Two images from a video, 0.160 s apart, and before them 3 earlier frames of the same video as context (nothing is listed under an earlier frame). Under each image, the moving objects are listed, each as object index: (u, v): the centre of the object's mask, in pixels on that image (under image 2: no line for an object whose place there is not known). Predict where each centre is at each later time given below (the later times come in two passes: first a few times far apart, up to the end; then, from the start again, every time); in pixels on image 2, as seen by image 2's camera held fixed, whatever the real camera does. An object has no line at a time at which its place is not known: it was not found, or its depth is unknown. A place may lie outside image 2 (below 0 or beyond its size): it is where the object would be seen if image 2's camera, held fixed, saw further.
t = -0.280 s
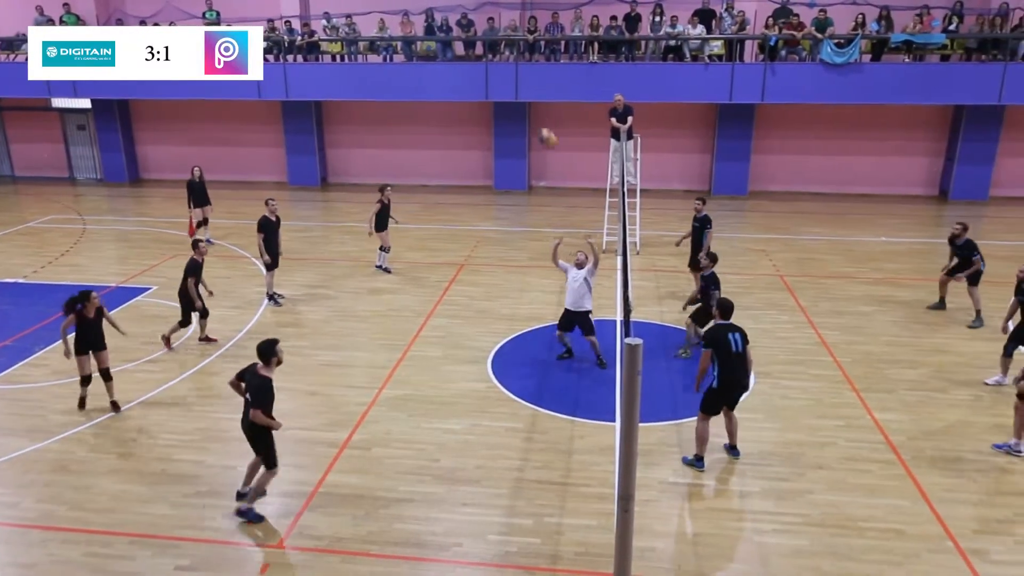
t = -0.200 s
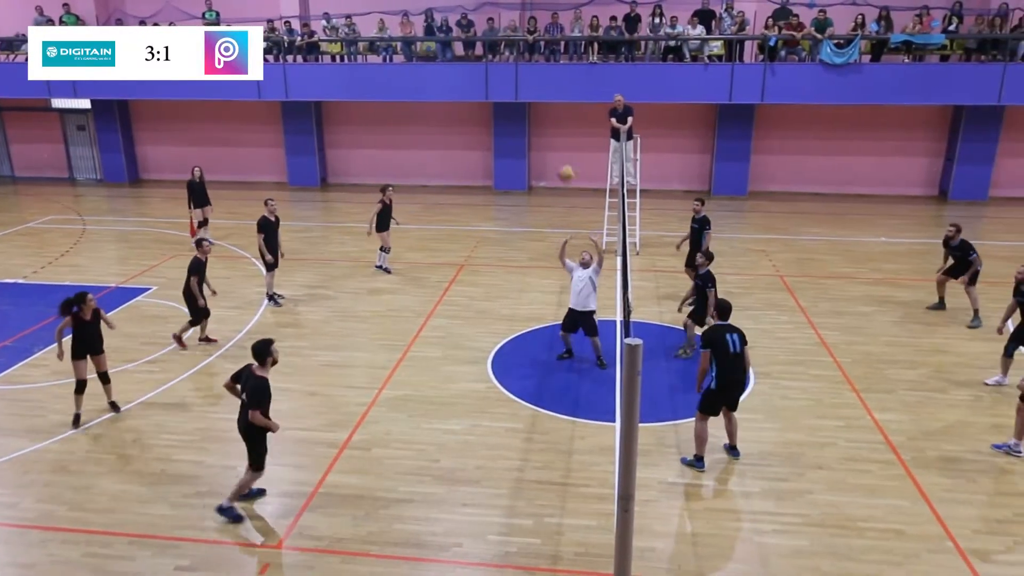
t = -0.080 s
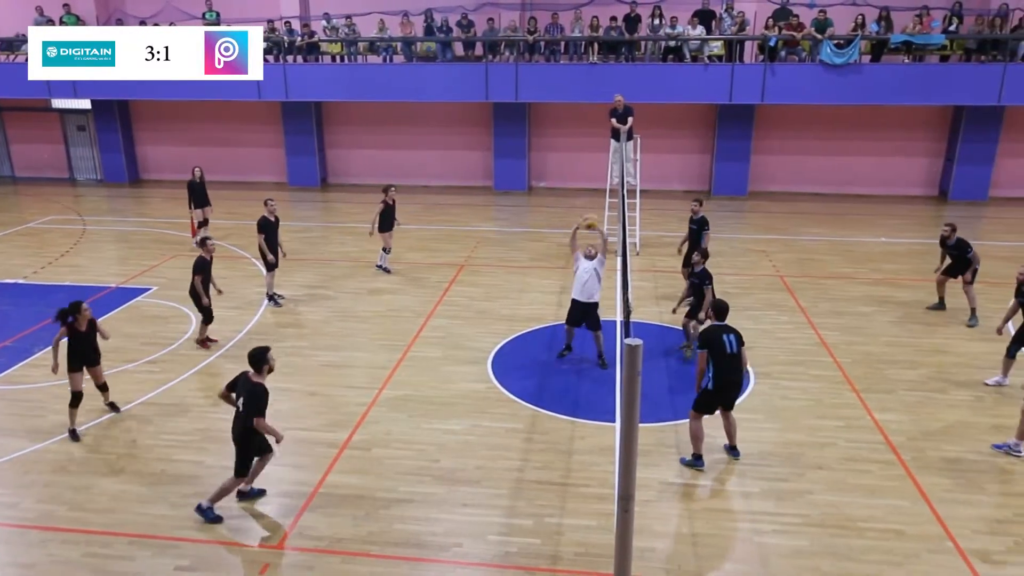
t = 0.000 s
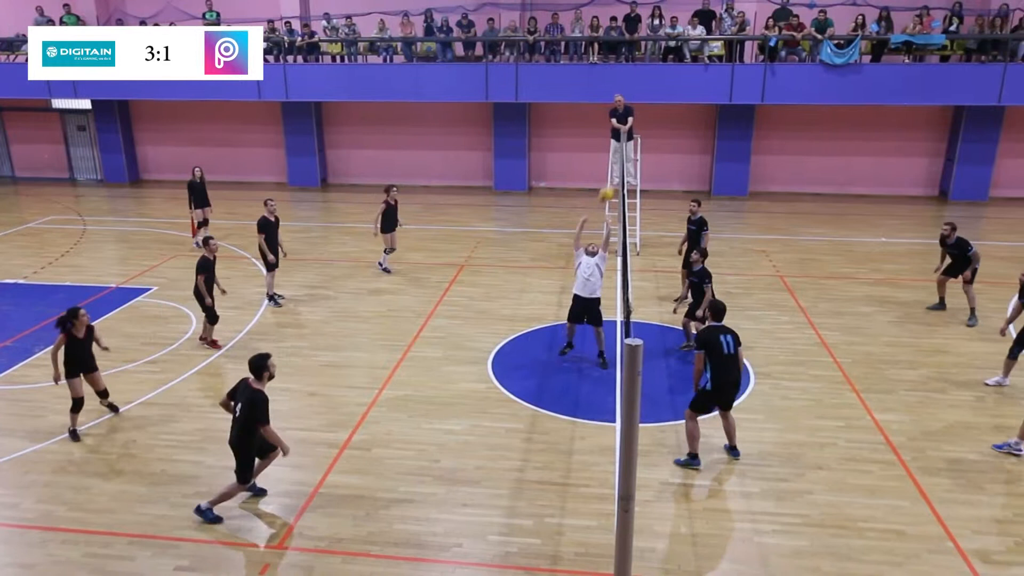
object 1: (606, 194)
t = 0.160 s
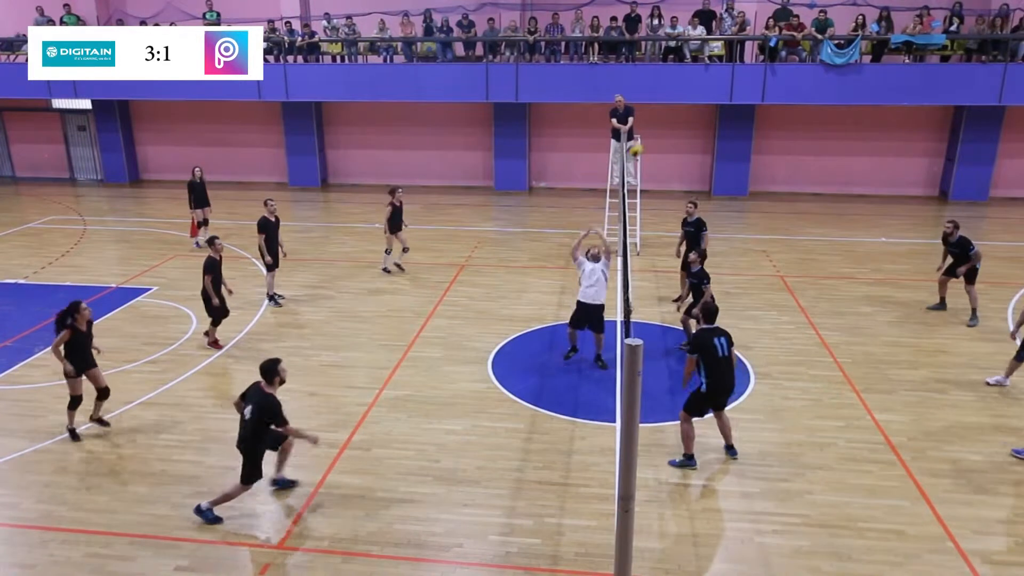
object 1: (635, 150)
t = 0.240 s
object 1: (648, 135)
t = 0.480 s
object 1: (683, 120)
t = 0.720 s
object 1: (711, 144)
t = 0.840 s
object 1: (724, 169)
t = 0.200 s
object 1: (642, 141)
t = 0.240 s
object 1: (648, 135)
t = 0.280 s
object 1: (654, 128)
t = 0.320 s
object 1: (660, 124)
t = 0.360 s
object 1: (666, 121)
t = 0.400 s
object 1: (672, 119)
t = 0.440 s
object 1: (678, 119)
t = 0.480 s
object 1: (683, 120)
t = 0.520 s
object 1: (688, 121)
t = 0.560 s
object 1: (693, 123)
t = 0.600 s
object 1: (698, 127)
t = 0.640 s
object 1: (703, 131)
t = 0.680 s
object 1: (707, 137)
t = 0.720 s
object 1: (711, 144)
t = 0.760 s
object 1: (716, 151)
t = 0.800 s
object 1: (720, 160)
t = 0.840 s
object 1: (724, 169)
